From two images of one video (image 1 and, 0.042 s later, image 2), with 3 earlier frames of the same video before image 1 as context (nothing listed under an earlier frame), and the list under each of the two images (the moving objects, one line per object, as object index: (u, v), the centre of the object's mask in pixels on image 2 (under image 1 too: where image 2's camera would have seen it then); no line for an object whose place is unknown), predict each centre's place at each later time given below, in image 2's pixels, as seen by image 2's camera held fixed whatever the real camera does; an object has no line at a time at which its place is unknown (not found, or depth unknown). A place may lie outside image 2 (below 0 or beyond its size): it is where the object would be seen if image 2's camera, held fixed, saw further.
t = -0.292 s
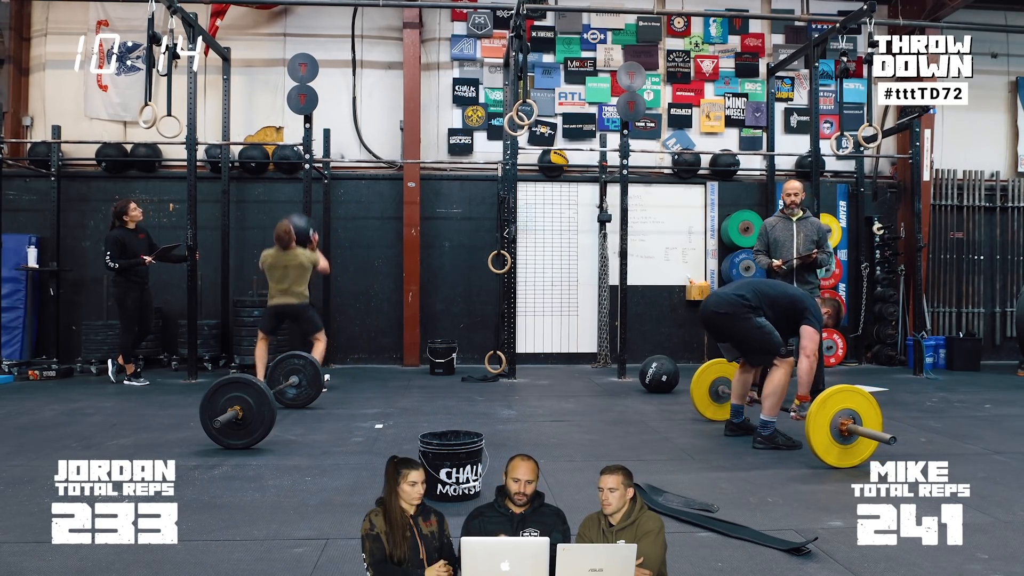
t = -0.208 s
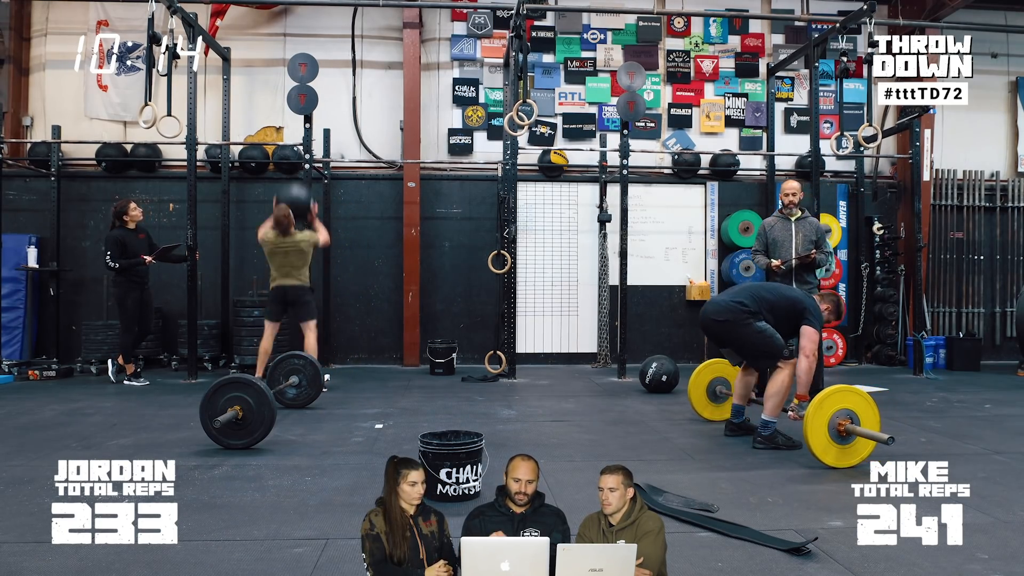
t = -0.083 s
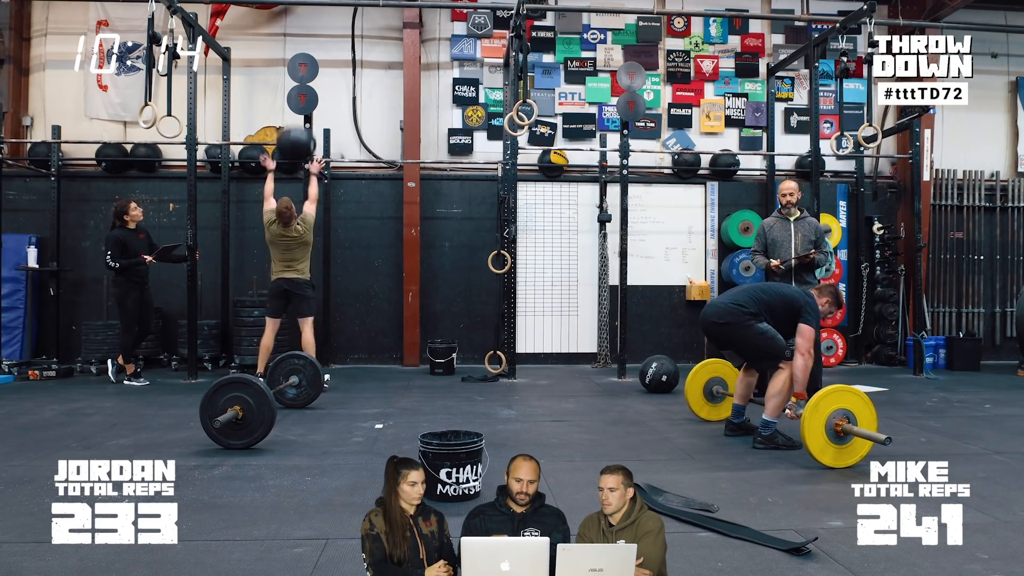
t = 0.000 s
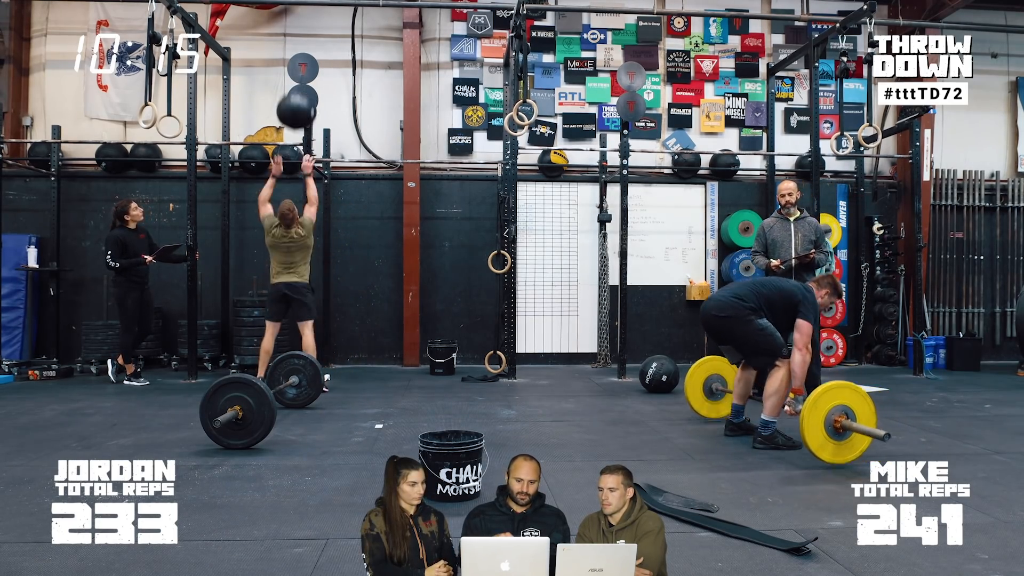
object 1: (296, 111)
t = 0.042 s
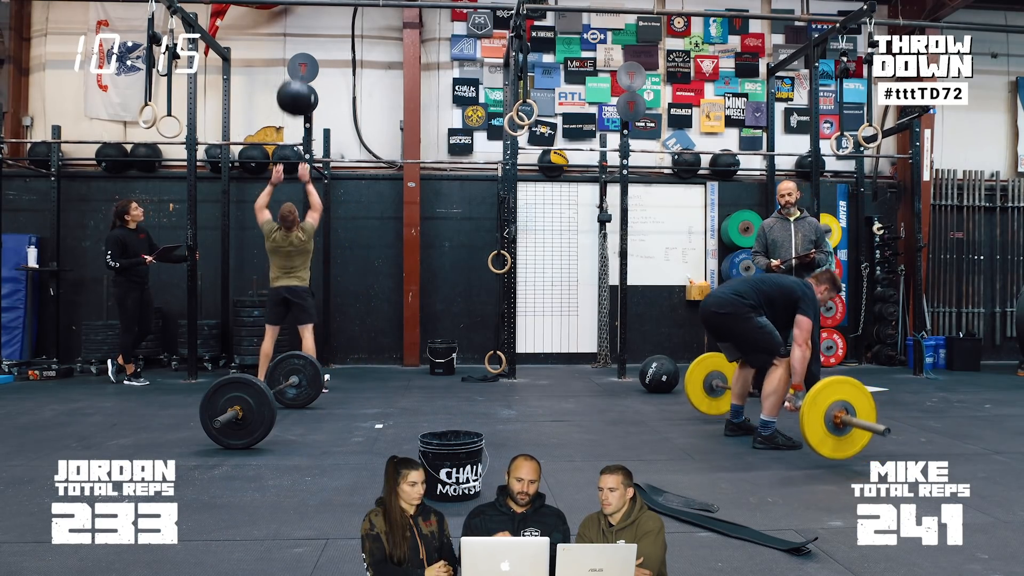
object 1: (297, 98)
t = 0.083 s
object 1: (296, 85)
